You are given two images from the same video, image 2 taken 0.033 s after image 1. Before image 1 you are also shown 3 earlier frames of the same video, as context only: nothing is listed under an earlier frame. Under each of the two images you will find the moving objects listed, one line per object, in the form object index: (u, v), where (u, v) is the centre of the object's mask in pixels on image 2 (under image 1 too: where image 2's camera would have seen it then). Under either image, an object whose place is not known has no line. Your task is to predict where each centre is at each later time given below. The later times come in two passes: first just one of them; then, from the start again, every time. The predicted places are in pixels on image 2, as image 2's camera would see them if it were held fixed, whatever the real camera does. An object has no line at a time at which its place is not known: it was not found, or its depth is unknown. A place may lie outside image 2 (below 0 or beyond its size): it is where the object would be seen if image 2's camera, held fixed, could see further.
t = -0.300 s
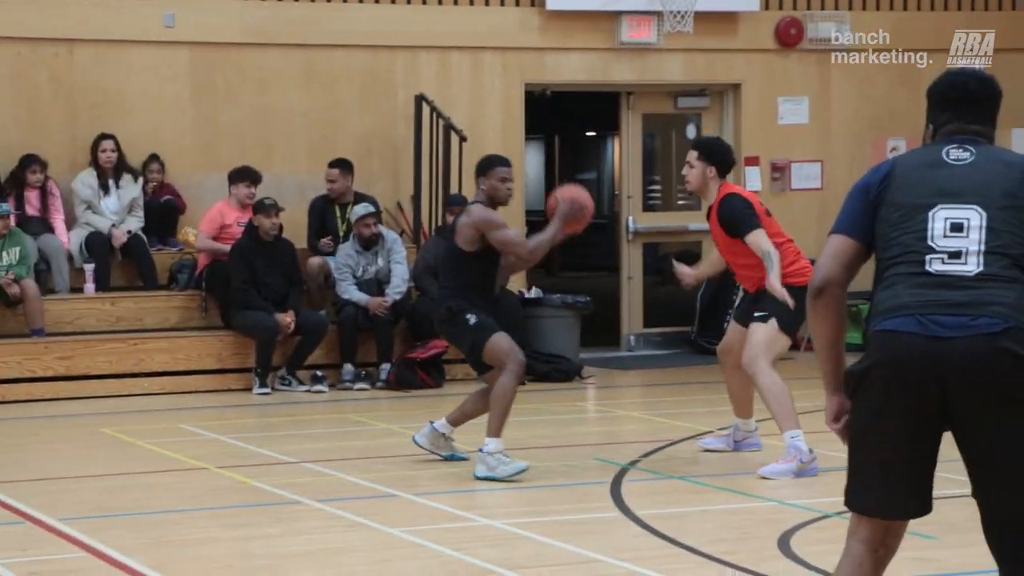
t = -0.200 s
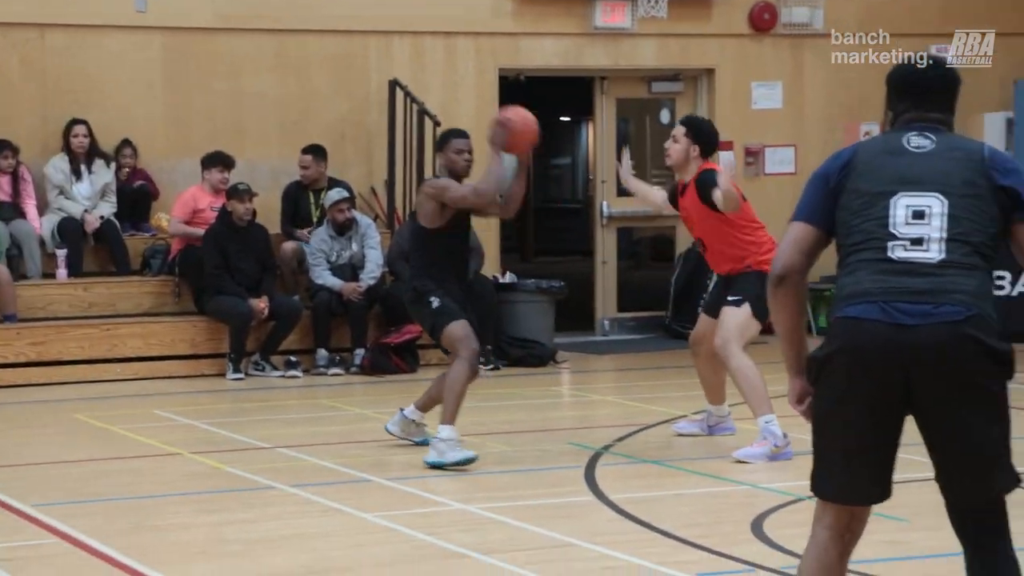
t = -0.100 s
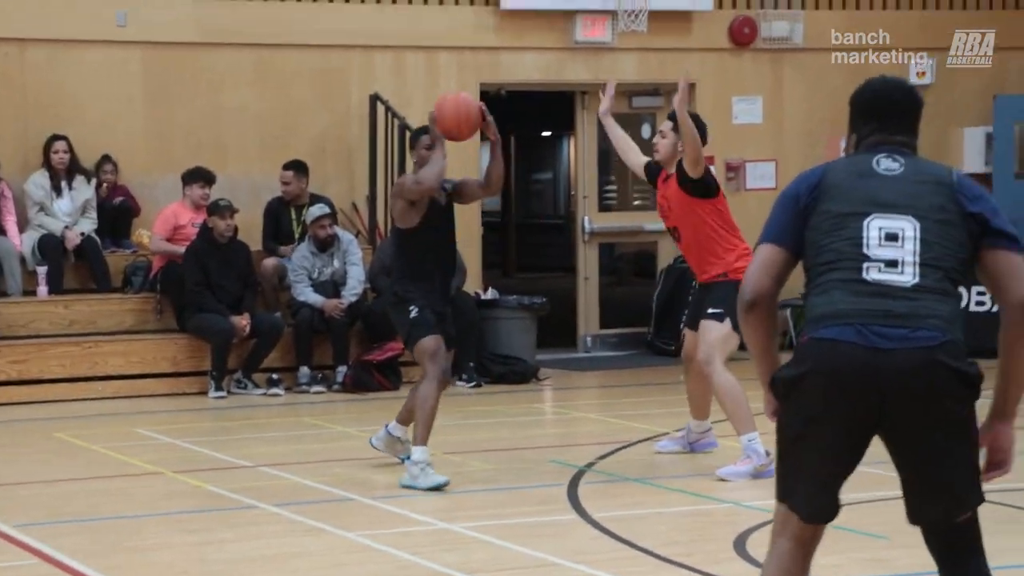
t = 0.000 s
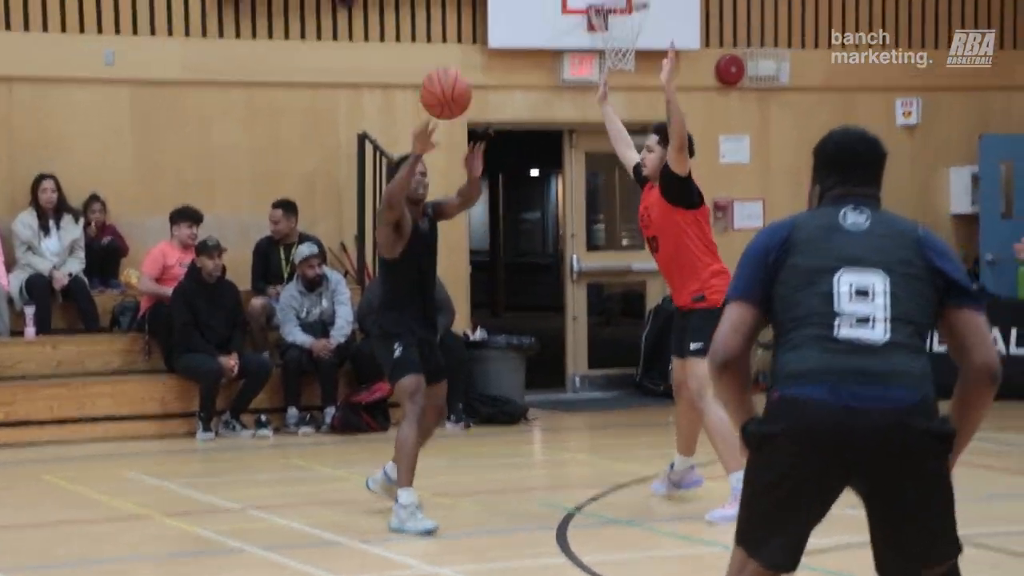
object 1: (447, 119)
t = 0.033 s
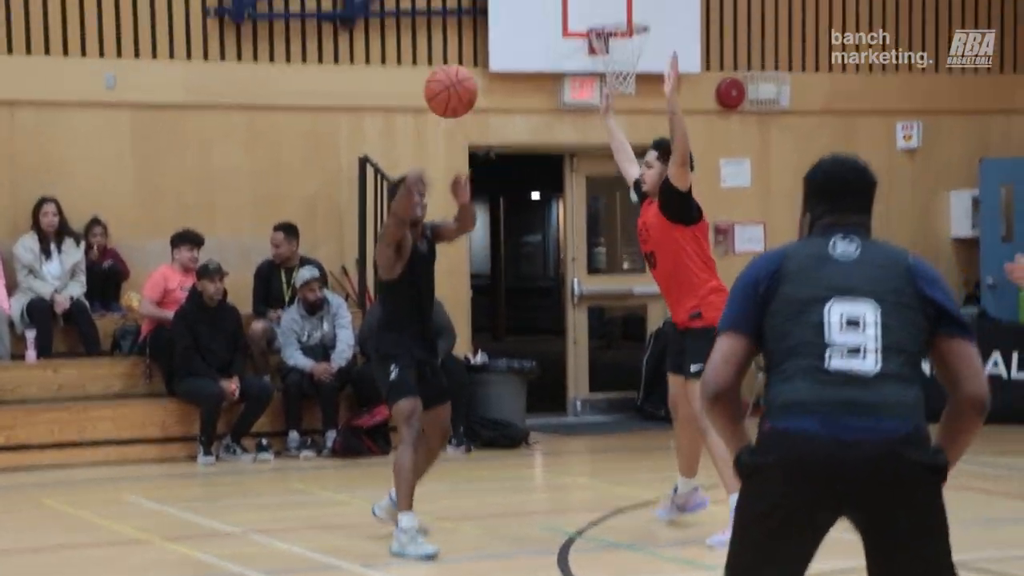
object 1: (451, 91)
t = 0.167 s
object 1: (469, 5)
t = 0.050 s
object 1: (453, 79)
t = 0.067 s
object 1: (456, 67)
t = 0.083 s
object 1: (458, 56)
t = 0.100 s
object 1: (461, 46)
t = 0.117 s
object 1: (462, 35)
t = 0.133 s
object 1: (464, 25)
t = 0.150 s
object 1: (466, 14)
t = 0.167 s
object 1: (469, 5)
